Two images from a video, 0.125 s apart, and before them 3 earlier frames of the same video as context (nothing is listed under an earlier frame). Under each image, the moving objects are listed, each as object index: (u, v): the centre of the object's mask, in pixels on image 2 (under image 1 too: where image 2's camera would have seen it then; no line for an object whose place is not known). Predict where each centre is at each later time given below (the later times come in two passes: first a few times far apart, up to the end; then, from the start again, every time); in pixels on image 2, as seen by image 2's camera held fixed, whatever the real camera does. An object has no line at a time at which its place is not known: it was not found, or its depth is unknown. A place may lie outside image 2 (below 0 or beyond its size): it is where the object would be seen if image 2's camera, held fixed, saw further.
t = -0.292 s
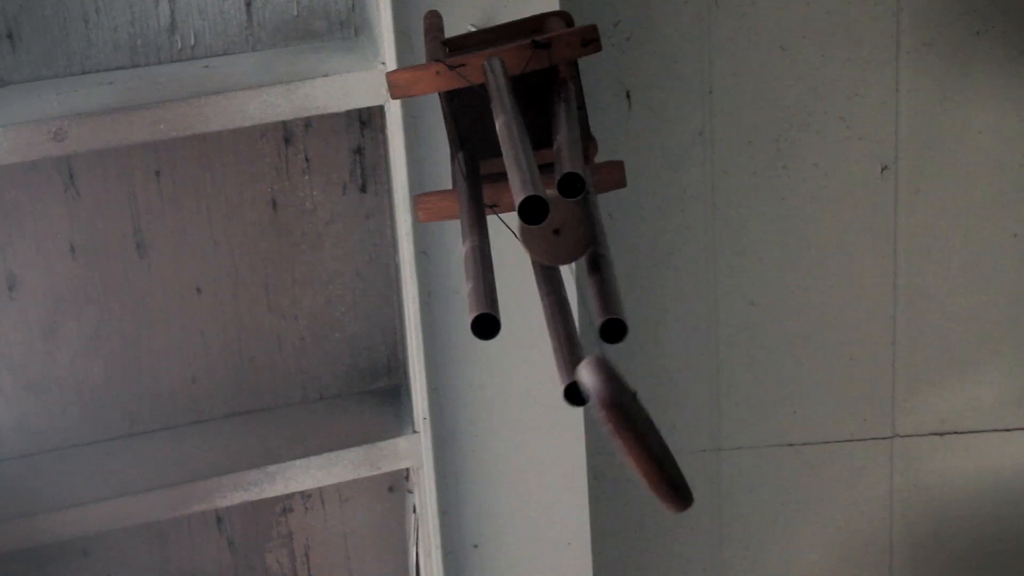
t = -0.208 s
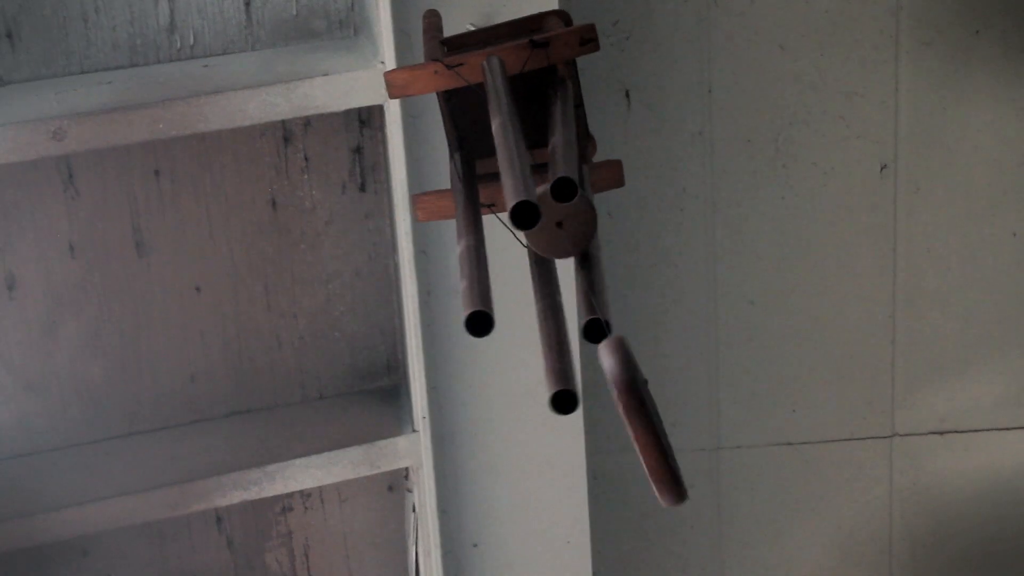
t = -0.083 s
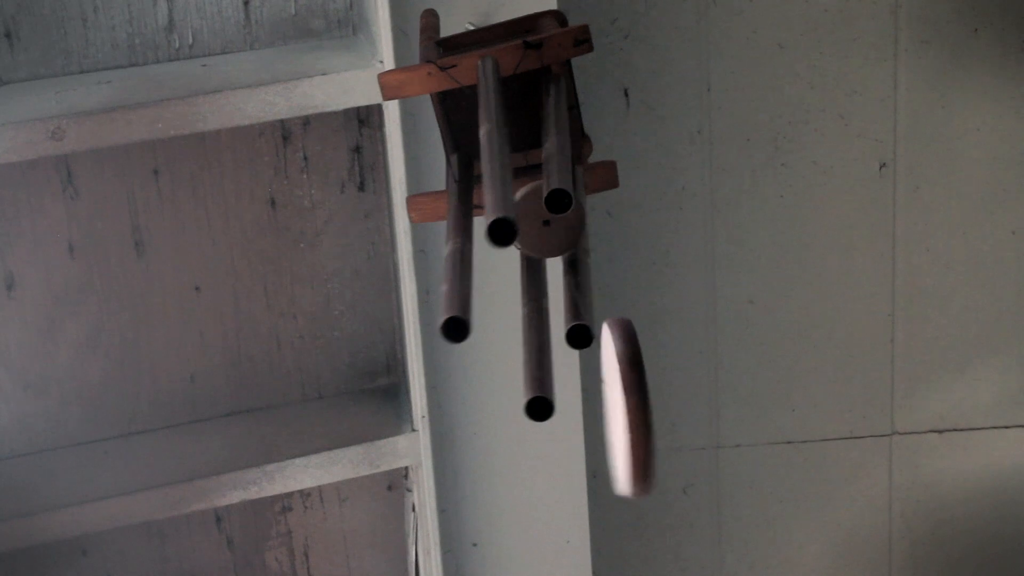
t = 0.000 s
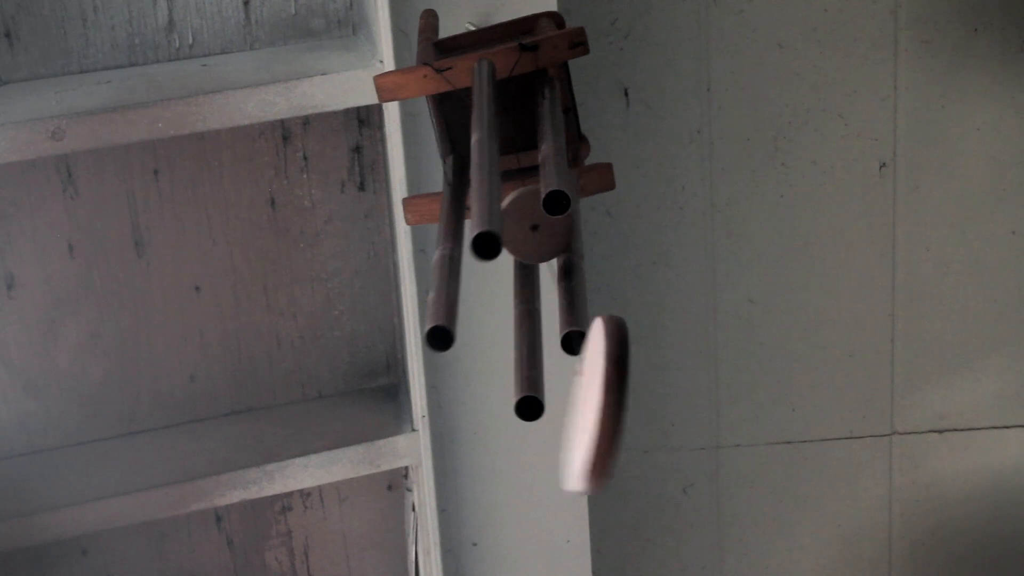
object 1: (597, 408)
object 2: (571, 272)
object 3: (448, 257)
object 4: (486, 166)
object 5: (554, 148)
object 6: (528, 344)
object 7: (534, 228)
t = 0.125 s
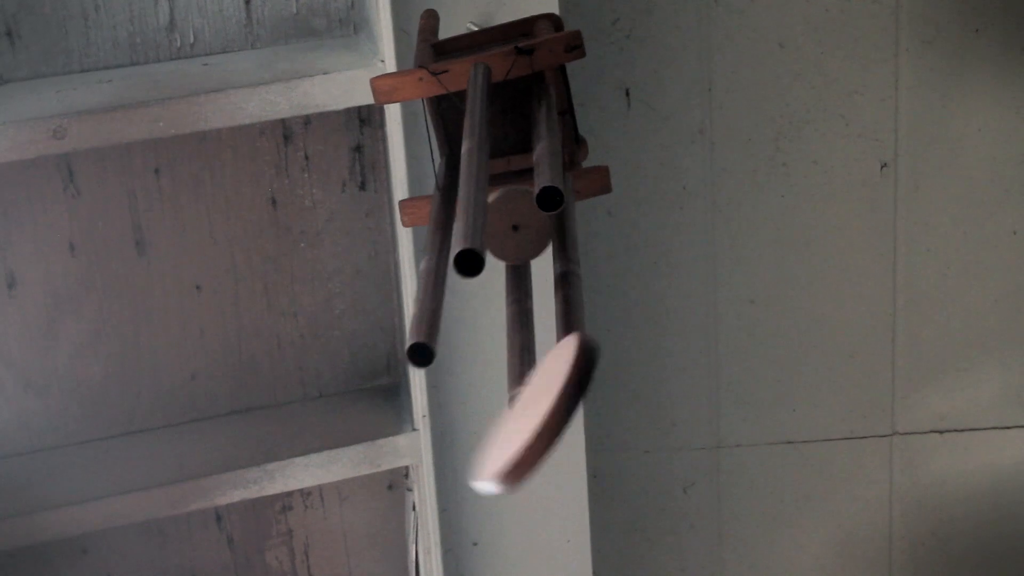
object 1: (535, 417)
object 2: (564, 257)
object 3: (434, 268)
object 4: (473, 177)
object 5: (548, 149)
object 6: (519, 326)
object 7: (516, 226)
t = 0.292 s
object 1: (445, 447)
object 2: (562, 270)
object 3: (421, 283)
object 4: (466, 182)
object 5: (539, 152)
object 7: (498, 234)
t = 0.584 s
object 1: (373, 496)
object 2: (571, 269)
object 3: (424, 280)
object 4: (478, 167)
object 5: (540, 150)
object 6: (525, 318)
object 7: (464, 251)
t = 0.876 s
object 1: (499, 474)
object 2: (585, 279)
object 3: (440, 272)
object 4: (478, 159)
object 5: (559, 143)
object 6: (532, 328)
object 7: (497, 254)
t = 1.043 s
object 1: (588, 445)
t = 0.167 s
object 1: (510, 424)
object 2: (563, 264)
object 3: (429, 273)
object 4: (469, 180)
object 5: (545, 150)
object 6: (516, 317)
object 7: (510, 226)
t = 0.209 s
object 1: (489, 431)
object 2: (563, 271)
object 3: (425, 277)
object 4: (467, 181)
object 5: (543, 150)
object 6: (515, 316)
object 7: (504, 227)
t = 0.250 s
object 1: (467, 438)
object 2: (562, 270)
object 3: (423, 280)
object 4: (467, 181)
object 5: (541, 151)
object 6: (514, 319)
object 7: (499, 230)
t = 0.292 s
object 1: (445, 447)
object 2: (562, 270)
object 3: (421, 283)
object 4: (466, 182)
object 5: (539, 152)
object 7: (498, 234)
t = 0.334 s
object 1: (424, 456)
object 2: (561, 268)
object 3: (420, 284)
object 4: (467, 181)
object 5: (538, 155)
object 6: (513, 325)
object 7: (493, 239)
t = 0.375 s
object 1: (406, 465)
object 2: (562, 268)
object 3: (420, 283)
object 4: (469, 180)
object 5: (537, 155)
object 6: (513, 322)
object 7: (491, 245)
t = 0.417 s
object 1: (391, 473)
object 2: (565, 272)
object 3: (421, 282)
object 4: (470, 179)
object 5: (536, 156)
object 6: (514, 322)
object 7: (451, 248)
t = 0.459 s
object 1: (380, 481)
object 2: (567, 270)
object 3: (421, 280)
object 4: (472, 176)
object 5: (537, 154)
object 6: (516, 323)
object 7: (455, 247)
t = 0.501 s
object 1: (374, 488)
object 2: (568, 270)
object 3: (422, 279)
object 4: (475, 174)
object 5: (538, 154)
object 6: (520, 323)
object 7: (459, 247)
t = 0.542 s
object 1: (371, 493)
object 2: (570, 269)
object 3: (423, 280)
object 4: (476, 170)
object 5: (538, 152)
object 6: (522, 320)
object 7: (465, 250)
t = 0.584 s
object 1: (373, 496)
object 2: (571, 269)
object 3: (424, 280)
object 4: (478, 167)
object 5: (540, 150)
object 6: (525, 318)
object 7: (464, 251)
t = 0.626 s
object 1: (380, 498)
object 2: (573, 269)
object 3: (424, 280)
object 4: (479, 165)
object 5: (542, 148)
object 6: (528, 318)
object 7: (466, 252)
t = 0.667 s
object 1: (392, 498)
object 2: (576, 272)
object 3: (424, 278)
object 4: (479, 162)
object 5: (545, 147)
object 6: (530, 318)
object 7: (467, 253)
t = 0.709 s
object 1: (407, 496)
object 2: (578, 276)
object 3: (426, 277)
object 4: (480, 160)
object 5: (549, 145)
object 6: (532, 317)
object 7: (470, 254)
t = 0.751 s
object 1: (431, 488)
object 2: (581, 279)
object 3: (428, 275)
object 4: (480, 158)
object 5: (552, 145)
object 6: (533, 317)
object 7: (473, 255)
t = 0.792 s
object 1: (453, 490)
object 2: (582, 280)
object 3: (431, 273)
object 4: (479, 158)
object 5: (556, 142)
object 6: (533, 318)
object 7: (479, 257)
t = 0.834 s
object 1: (473, 480)
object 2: (585, 281)
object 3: (436, 271)
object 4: (479, 157)
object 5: (558, 143)
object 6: (533, 319)
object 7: (486, 257)
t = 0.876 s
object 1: (499, 474)
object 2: (585, 279)
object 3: (440, 272)
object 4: (478, 159)
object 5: (559, 143)
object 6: (532, 328)
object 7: (497, 254)
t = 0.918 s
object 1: (521, 469)
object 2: (585, 282)
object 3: (445, 272)
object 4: (477, 161)
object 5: (559, 144)
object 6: (531, 331)
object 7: (510, 248)
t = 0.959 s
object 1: (545, 459)
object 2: (586, 281)
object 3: (451, 270)
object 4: (477, 162)
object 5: (559, 143)
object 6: (529, 340)
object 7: (520, 242)
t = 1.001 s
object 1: (568, 452)
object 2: (586, 282)
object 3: (456, 267)
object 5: (558, 143)
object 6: (529, 344)
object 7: (528, 235)
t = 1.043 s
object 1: (588, 445)
